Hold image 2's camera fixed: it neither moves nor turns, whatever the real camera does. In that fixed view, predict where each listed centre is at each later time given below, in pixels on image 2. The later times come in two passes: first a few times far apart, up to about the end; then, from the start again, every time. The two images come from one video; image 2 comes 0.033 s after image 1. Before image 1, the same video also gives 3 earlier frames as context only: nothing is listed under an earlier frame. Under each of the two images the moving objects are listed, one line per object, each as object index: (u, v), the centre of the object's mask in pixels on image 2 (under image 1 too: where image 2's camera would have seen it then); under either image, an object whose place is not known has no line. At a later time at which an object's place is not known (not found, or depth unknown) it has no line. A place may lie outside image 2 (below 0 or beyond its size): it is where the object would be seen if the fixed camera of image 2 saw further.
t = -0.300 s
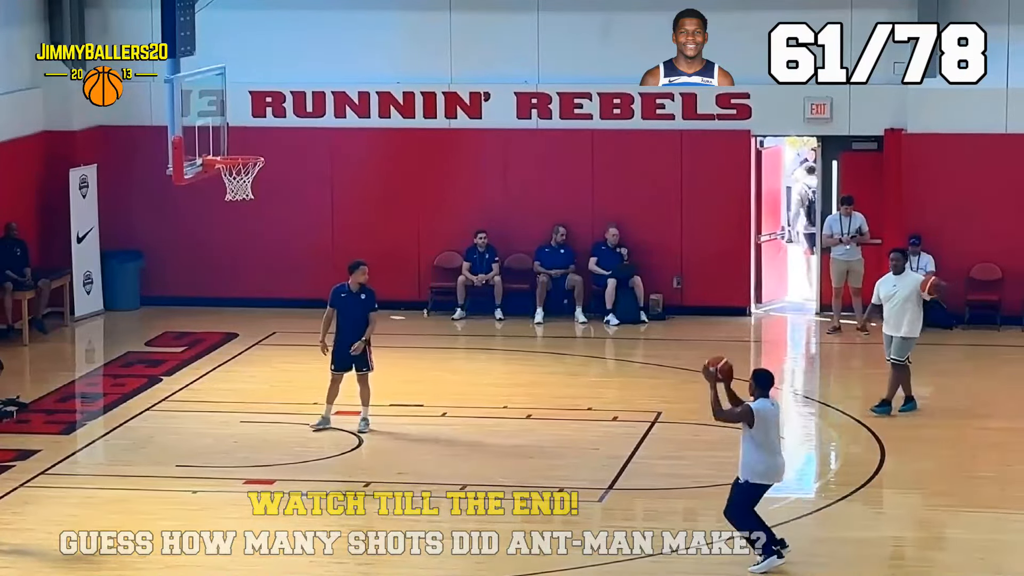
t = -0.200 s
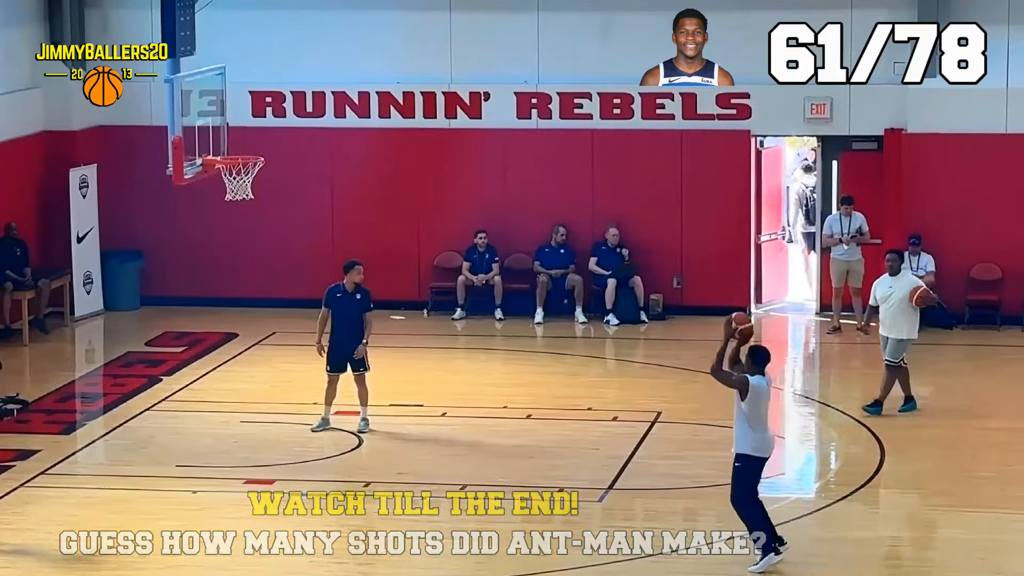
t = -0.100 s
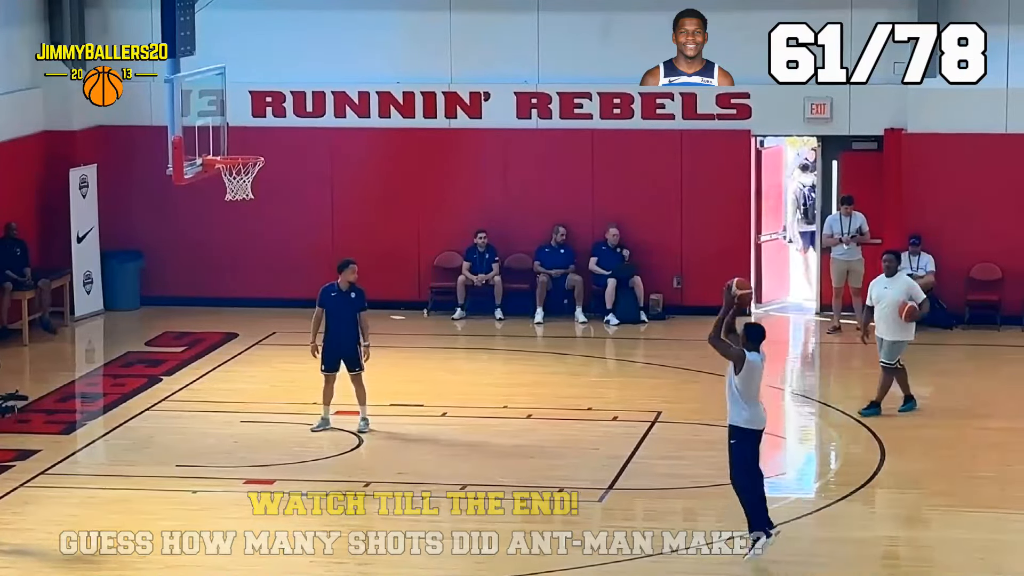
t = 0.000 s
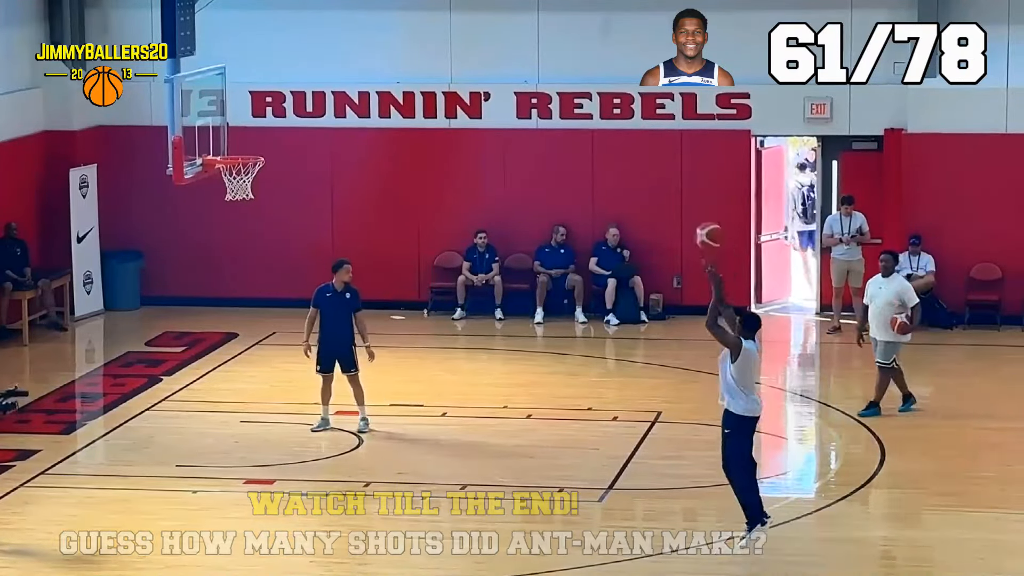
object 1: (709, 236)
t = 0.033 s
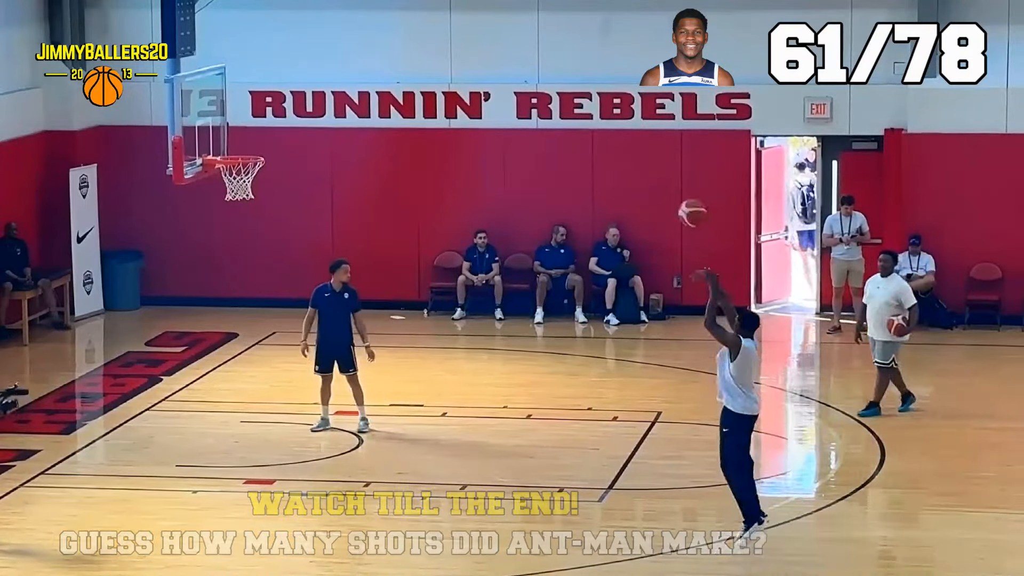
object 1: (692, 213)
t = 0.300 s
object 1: (566, 79)
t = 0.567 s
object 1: (447, 27)
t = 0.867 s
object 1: (338, 58)
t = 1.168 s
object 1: (245, 158)
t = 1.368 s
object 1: (203, 221)
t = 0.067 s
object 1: (675, 190)
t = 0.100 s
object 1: (659, 170)
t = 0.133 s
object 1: (642, 152)
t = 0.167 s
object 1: (626, 134)
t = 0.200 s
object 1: (611, 119)
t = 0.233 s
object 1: (593, 105)
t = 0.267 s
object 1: (581, 92)
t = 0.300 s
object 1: (566, 79)
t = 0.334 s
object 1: (552, 68)
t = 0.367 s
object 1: (537, 59)
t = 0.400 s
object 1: (522, 51)
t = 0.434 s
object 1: (508, 44)
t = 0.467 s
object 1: (494, 38)
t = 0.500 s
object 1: (474, 31)
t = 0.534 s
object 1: (460, 29)
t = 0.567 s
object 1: (447, 27)
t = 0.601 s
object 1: (434, 26)
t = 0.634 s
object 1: (422, 26)
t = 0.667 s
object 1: (409, 28)
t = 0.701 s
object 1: (397, 30)
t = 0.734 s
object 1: (385, 34)
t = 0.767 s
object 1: (373, 38)
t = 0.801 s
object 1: (361, 44)
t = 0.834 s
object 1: (350, 51)
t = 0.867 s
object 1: (338, 58)
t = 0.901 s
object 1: (327, 67)
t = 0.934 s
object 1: (316, 76)
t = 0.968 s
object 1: (306, 85)
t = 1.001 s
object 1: (294, 97)
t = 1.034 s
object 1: (283, 110)
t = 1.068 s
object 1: (274, 122)
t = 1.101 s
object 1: (263, 135)
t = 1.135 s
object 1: (254, 149)
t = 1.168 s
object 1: (245, 158)
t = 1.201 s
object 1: (239, 162)
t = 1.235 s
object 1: (228, 188)
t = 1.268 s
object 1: (223, 191)
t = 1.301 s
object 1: (215, 201)
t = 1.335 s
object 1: (209, 211)
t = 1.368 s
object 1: (203, 221)
